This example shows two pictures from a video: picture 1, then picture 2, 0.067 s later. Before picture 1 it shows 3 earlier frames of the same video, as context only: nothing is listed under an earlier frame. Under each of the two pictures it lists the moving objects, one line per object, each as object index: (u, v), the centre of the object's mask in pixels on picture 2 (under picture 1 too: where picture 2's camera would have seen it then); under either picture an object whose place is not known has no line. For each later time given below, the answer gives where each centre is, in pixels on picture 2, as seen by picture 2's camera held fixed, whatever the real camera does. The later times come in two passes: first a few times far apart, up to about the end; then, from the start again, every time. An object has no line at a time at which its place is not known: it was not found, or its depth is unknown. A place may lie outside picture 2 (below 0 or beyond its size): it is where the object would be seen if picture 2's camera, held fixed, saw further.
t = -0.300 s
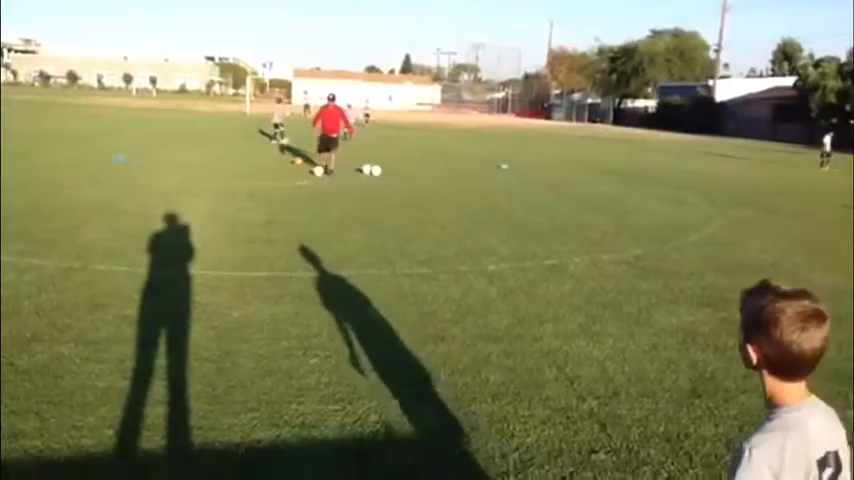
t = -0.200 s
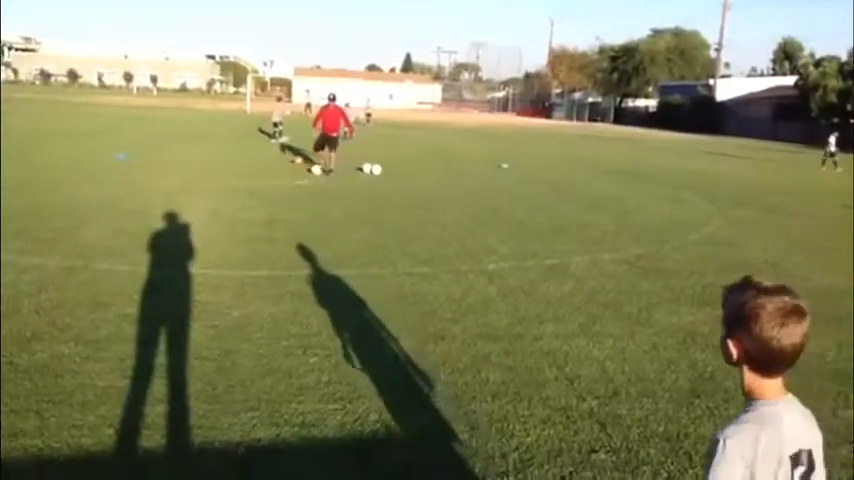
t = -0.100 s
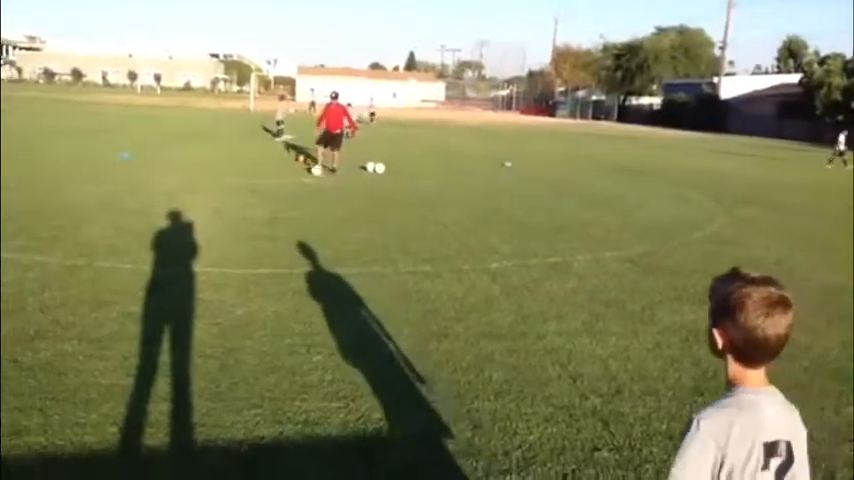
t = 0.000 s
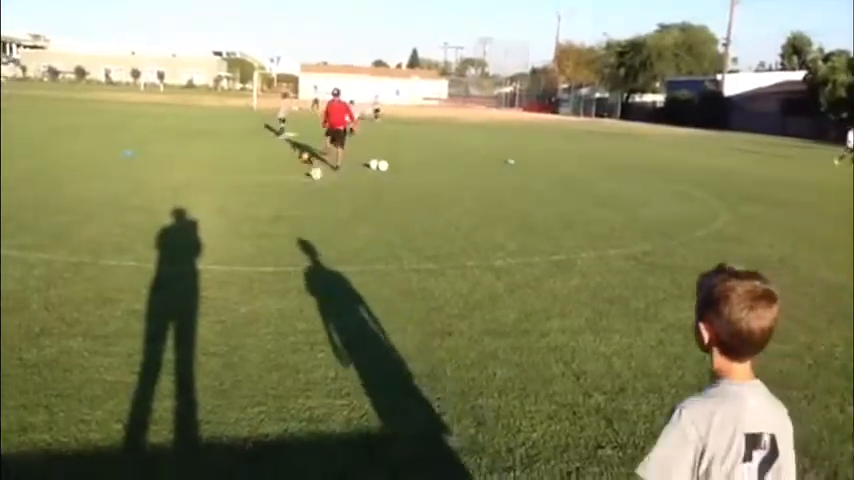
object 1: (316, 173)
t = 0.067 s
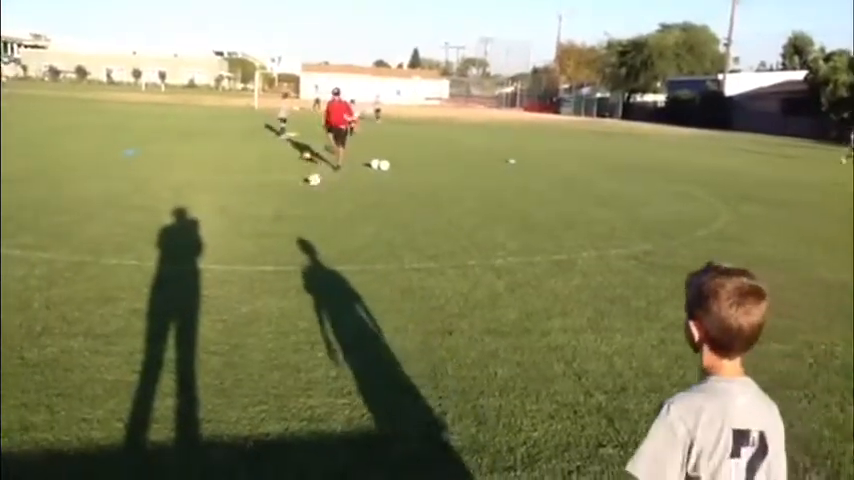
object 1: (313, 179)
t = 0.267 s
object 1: (304, 194)
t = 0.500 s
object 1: (295, 215)
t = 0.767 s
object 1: (282, 244)
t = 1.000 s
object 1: (268, 277)
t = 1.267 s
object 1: (247, 338)
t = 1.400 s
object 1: (231, 379)
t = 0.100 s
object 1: (311, 181)
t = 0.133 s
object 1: (309, 181)
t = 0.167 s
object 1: (308, 183)
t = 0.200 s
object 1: (306, 186)
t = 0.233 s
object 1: (305, 189)
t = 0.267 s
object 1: (304, 194)
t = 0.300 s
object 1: (303, 198)
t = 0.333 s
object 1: (302, 200)
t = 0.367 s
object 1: (300, 203)
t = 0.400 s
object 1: (299, 206)
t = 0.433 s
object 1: (298, 210)
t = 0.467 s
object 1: (296, 212)
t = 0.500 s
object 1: (295, 215)
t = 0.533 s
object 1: (293, 219)
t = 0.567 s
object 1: (292, 221)
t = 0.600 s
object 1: (290, 224)
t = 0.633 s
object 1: (289, 228)
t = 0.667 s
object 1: (288, 233)
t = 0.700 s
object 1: (286, 235)
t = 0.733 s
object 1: (285, 239)
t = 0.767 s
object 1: (282, 244)
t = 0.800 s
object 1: (281, 248)
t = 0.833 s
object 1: (278, 252)
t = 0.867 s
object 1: (277, 257)
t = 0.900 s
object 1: (274, 262)
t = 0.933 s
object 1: (273, 265)
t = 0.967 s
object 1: (271, 270)
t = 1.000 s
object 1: (268, 277)
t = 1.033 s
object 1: (266, 283)
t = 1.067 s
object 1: (263, 288)
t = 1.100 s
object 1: (260, 295)
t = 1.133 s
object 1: (259, 303)
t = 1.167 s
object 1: (255, 312)
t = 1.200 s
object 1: (251, 320)
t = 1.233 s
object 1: (249, 328)
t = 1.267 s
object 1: (247, 338)
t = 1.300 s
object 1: (242, 347)
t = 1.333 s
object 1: (239, 358)
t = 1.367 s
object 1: (235, 369)
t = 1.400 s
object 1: (231, 379)
